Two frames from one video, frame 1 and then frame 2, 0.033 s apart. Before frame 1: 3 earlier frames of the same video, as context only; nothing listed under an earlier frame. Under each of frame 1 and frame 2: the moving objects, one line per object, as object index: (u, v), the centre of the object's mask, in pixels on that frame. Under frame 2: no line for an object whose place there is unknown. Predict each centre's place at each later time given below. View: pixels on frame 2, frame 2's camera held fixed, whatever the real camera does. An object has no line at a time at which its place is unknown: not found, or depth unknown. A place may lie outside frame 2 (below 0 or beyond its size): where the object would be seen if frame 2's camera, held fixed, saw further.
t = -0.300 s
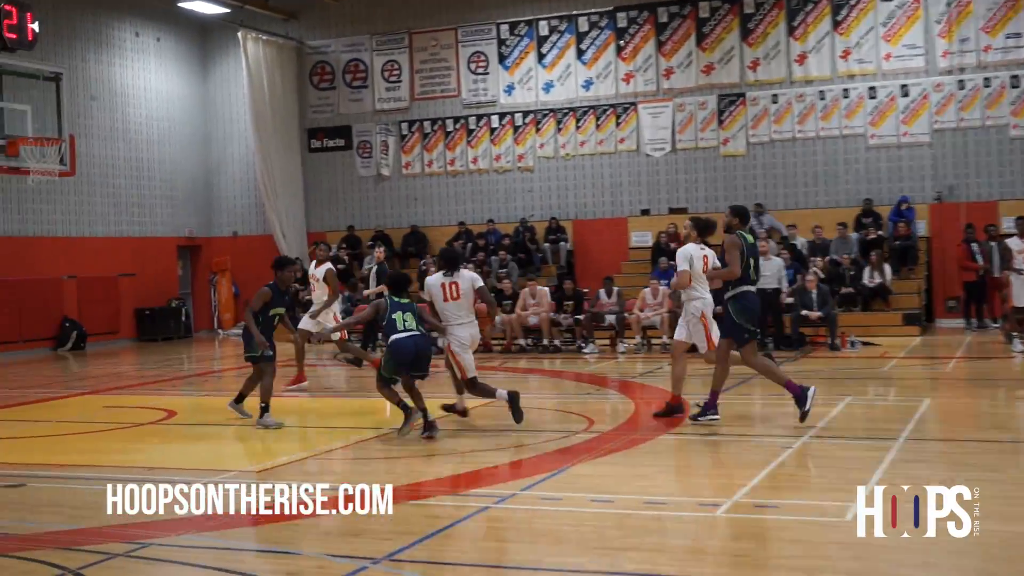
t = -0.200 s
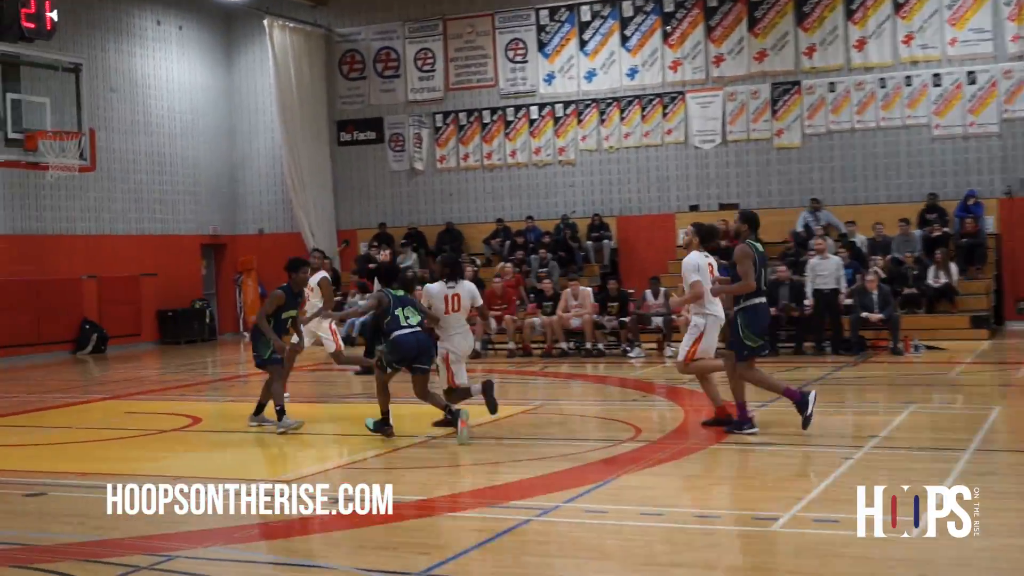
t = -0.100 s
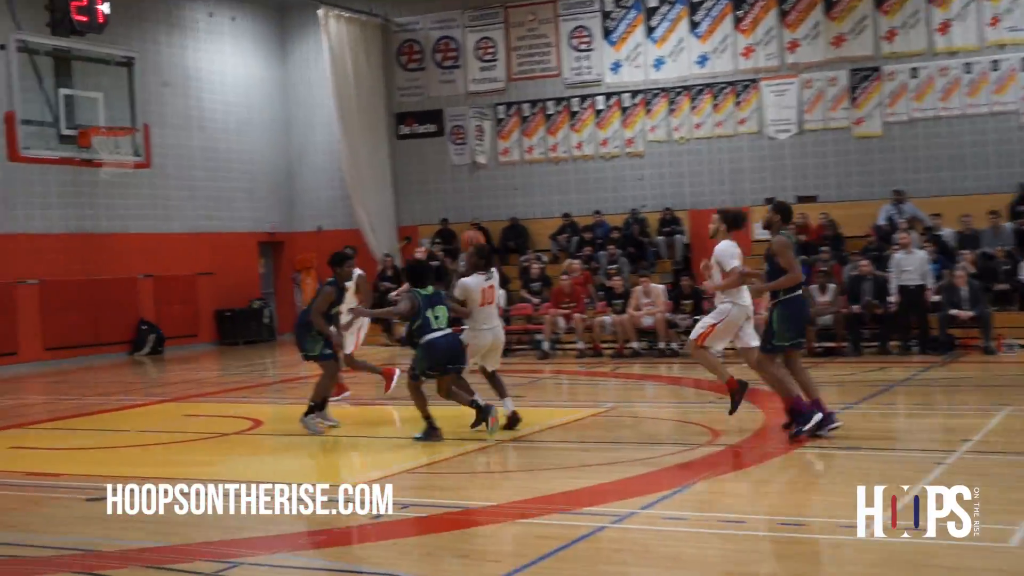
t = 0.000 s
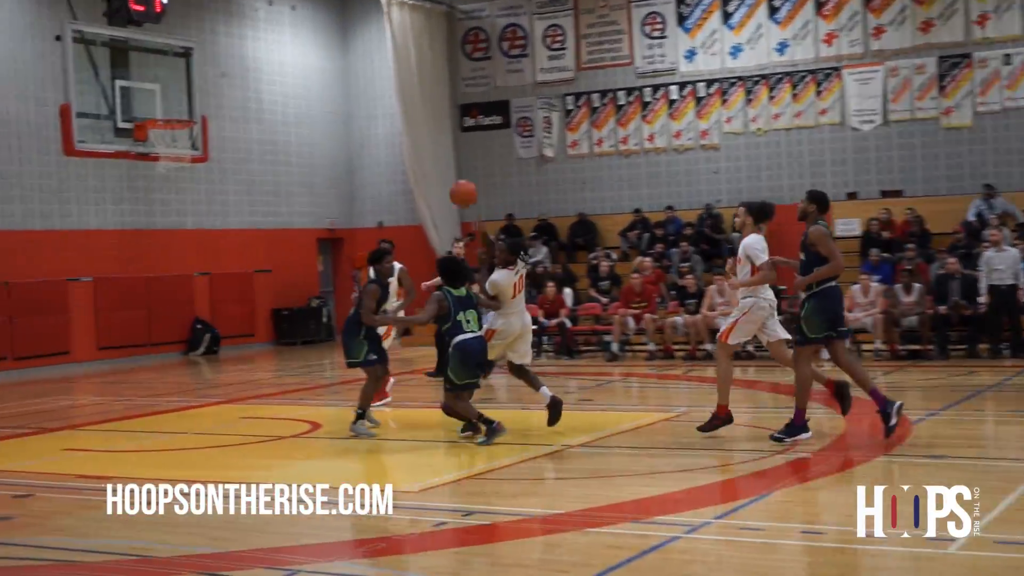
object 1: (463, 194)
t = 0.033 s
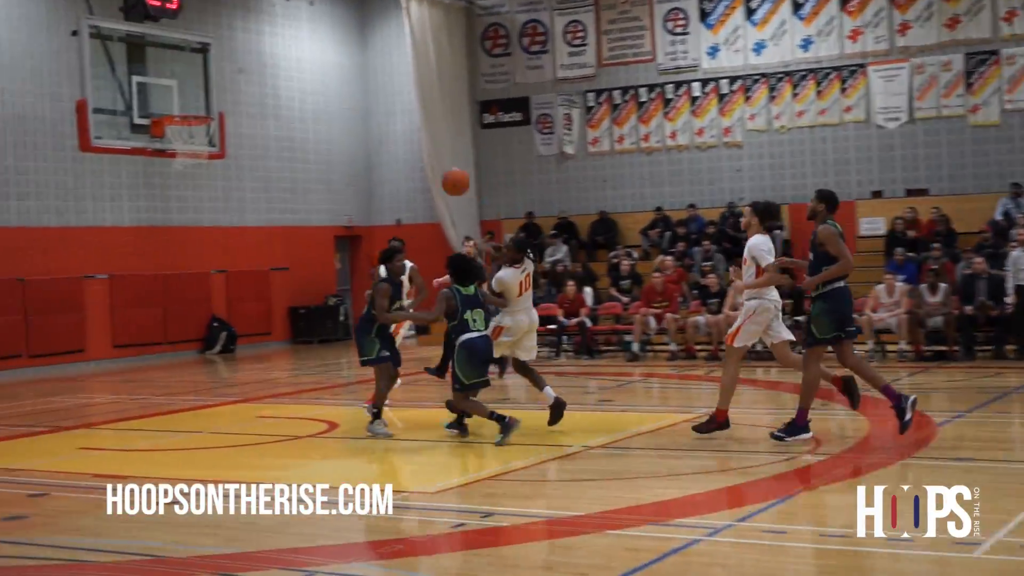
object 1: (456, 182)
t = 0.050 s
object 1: (443, 177)
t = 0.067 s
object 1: (430, 173)
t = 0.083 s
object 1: (418, 169)
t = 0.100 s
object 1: (404, 165)
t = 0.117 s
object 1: (391, 161)
